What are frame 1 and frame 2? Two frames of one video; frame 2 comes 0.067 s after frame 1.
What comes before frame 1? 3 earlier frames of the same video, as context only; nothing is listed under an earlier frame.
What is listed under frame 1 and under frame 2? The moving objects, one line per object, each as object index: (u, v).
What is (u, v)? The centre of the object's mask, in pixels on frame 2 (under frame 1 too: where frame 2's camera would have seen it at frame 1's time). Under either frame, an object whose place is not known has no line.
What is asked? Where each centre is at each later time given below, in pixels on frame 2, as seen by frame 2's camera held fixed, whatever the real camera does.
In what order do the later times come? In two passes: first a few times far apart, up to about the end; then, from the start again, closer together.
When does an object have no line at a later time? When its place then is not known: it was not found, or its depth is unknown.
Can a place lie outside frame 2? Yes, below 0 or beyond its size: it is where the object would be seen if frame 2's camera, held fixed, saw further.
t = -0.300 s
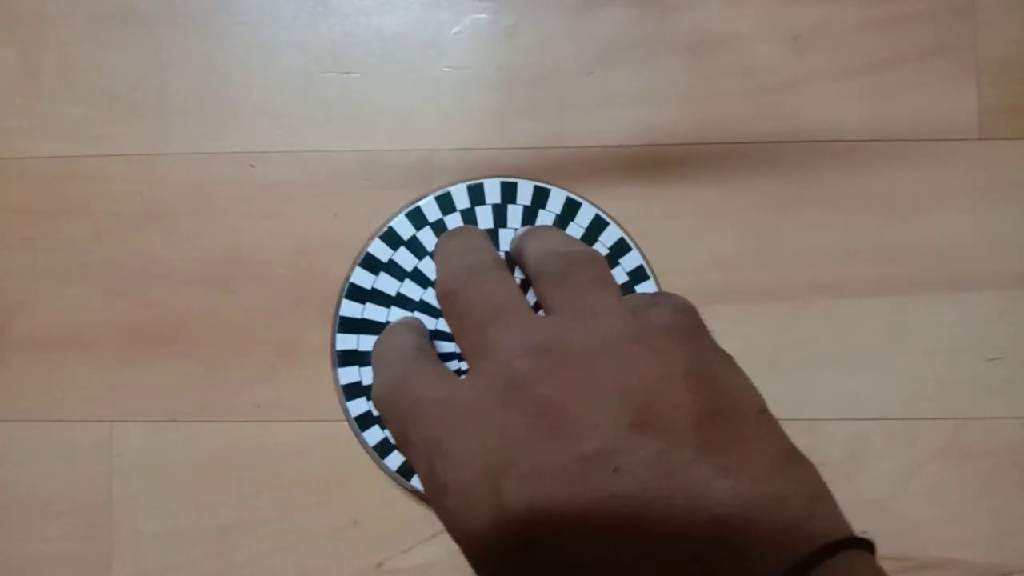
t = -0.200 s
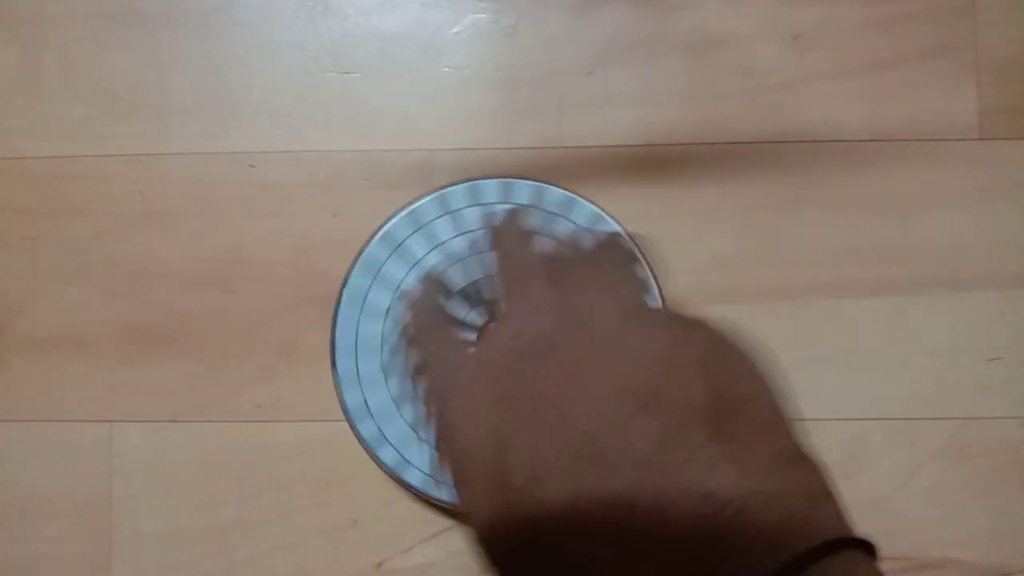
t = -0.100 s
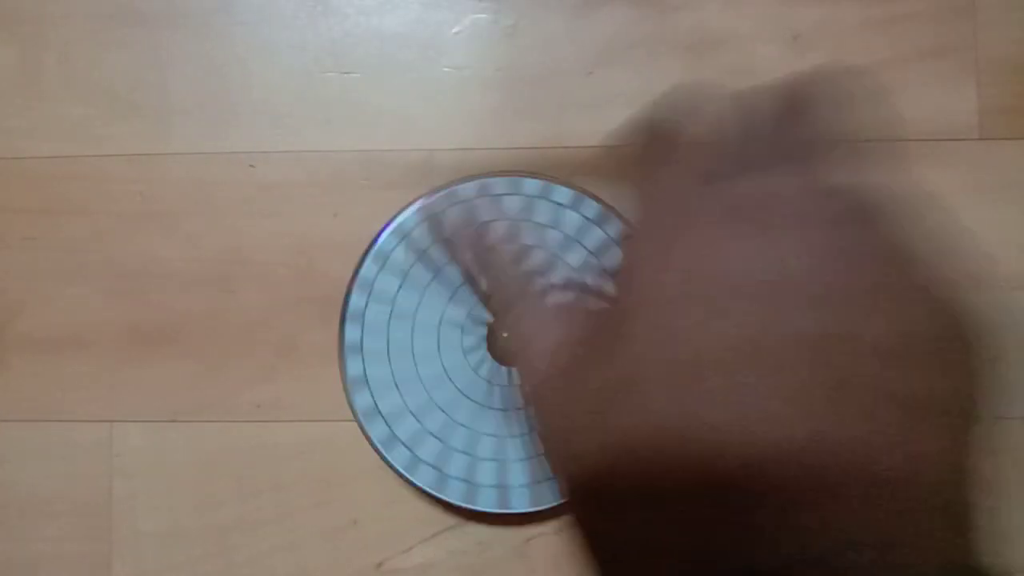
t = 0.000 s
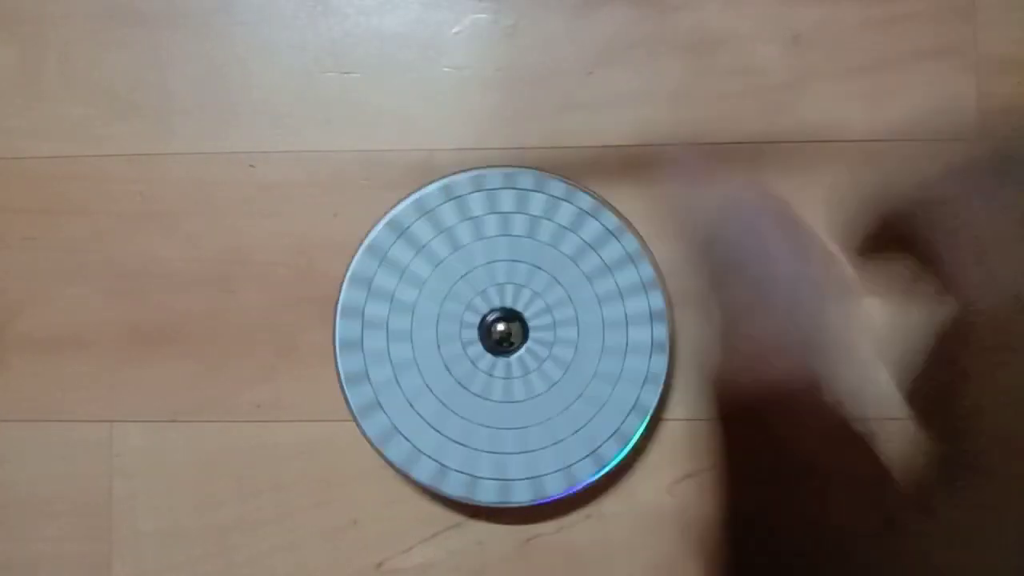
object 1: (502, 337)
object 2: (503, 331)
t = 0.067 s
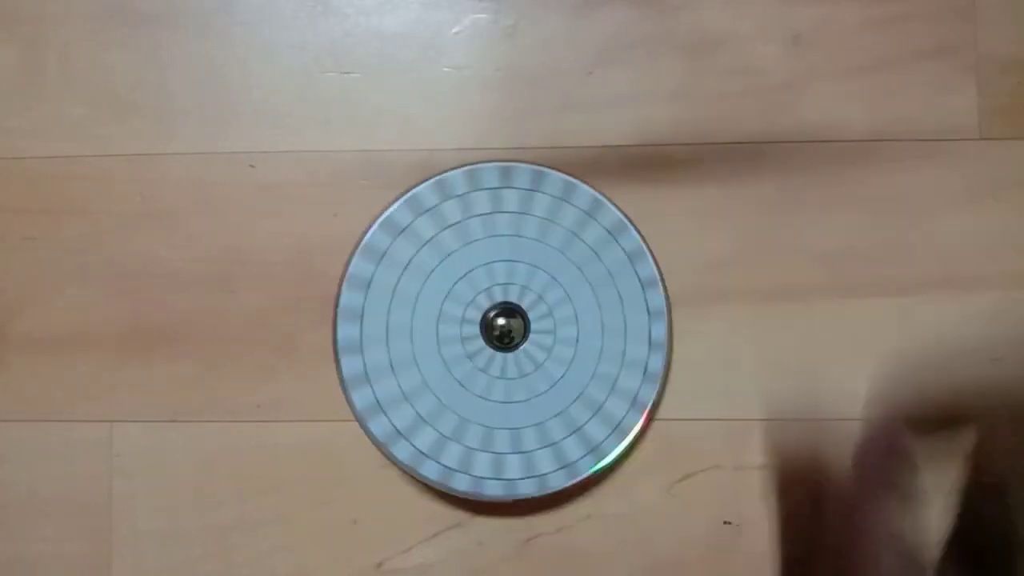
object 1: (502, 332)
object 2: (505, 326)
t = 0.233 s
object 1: (498, 323)
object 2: (502, 320)
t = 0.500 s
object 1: (500, 308)
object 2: (501, 307)
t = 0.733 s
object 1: (503, 297)
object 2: (505, 291)
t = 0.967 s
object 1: (507, 285)
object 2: (508, 283)
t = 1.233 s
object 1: (515, 276)
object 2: (513, 276)
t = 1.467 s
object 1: (523, 271)
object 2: (523, 273)
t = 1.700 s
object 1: (531, 268)
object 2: (531, 265)
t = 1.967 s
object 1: (541, 265)
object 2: (538, 265)
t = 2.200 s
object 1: (548, 267)
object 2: (543, 267)
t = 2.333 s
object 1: (552, 268)
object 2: (550, 267)
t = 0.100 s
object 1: (501, 329)
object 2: (503, 325)
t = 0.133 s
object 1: (500, 327)
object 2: (502, 323)
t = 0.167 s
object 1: (500, 327)
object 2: (501, 321)
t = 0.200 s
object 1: (499, 326)
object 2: (502, 320)
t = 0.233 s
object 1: (498, 323)
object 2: (502, 320)
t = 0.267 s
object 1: (497, 321)
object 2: (500, 320)
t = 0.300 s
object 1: (498, 318)
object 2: (497, 317)
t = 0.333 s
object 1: (499, 317)
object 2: (496, 313)
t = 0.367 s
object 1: (499, 316)
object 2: (498, 309)
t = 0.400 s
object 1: (498, 314)
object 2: (501, 307)
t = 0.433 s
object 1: (498, 311)
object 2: (503, 308)
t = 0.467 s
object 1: (499, 309)
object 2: (502, 308)
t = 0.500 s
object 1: (500, 308)
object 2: (501, 307)
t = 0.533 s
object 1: (500, 307)
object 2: (500, 304)
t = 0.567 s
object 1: (499, 305)
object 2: (501, 302)
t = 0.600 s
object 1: (499, 303)
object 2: (501, 301)
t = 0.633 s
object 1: (500, 300)
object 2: (501, 299)
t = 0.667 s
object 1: (501, 298)
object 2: (500, 296)
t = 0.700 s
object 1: (503, 298)
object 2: (502, 293)
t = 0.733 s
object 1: (503, 297)
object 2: (505, 291)
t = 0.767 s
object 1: (503, 295)
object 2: (507, 292)
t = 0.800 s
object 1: (504, 293)
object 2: (508, 293)
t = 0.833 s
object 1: (505, 291)
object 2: (507, 293)
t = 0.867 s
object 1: (506, 290)
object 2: (505, 290)
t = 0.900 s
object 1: (506, 289)
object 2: (505, 288)
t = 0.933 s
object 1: (507, 287)
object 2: (506, 285)
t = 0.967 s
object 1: (507, 285)
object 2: (508, 283)
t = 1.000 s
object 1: (509, 283)
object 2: (510, 282)
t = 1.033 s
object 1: (510, 282)
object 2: (511, 280)
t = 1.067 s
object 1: (511, 281)
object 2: (513, 280)
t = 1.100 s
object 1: (512, 281)
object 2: (514, 280)
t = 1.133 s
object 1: (512, 280)
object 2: (515, 280)
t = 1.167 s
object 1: (513, 279)
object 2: (514, 280)
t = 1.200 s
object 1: (514, 277)
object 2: (513, 279)
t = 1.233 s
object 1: (515, 276)
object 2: (513, 276)
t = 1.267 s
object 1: (517, 275)
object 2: (514, 273)
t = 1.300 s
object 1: (518, 274)
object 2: (518, 271)
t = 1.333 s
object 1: (519, 273)
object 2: (520, 271)
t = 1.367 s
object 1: (520, 272)
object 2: (522, 272)
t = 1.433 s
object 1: (522, 271)
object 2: (522, 273)
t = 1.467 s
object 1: (523, 271)
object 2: (523, 273)
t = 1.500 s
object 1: (524, 271)
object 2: (523, 272)
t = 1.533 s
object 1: (524, 270)
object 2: (524, 271)
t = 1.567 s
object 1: (525, 269)
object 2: (524, 270)
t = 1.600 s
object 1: (527, 267)
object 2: (524, 269)
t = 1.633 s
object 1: (529, 268)
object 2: (526, 267)
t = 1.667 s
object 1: (530, 268)
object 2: (528, 265)
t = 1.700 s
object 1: (531, 268)
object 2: (531, 265)
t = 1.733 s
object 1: (532, 267)
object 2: (534, 267)
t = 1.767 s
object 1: (534, 267)
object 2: (534, 269)
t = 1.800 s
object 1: (535, 267)
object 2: (534, 269)
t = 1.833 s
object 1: (536, 267)
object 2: (533, 268)
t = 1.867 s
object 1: (537, 267)
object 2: (534, 267)
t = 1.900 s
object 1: (538, 266)
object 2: (535, 266)
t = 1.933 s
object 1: (539, 265)
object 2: (537, 265)
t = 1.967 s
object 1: (541, 265)
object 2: (538, 265)
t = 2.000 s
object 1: (542, 266)
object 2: (540, 265)
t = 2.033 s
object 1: (543, 266)
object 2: (542, 265)
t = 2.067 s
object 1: (544, 267)
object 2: (543, 266)
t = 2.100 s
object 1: (545, 267)
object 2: (544, 268)
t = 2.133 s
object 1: (546, 267)
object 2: (544, 268)
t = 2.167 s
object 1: (547, 267)
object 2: (543, 268)
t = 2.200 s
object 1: (548, 267)
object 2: (543, 267)
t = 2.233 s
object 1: (549, 267)
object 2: (544, 266)
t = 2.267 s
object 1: (550, 267)
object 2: (546, 265)
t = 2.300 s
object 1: (551, 268)
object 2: (548, 265)
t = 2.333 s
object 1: (552, 268)
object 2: (550, 267)
